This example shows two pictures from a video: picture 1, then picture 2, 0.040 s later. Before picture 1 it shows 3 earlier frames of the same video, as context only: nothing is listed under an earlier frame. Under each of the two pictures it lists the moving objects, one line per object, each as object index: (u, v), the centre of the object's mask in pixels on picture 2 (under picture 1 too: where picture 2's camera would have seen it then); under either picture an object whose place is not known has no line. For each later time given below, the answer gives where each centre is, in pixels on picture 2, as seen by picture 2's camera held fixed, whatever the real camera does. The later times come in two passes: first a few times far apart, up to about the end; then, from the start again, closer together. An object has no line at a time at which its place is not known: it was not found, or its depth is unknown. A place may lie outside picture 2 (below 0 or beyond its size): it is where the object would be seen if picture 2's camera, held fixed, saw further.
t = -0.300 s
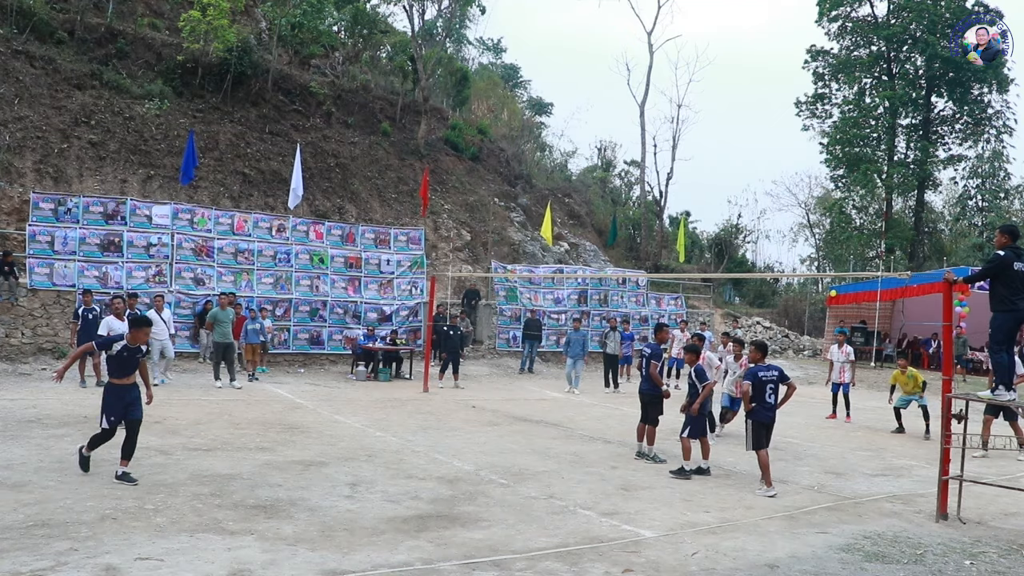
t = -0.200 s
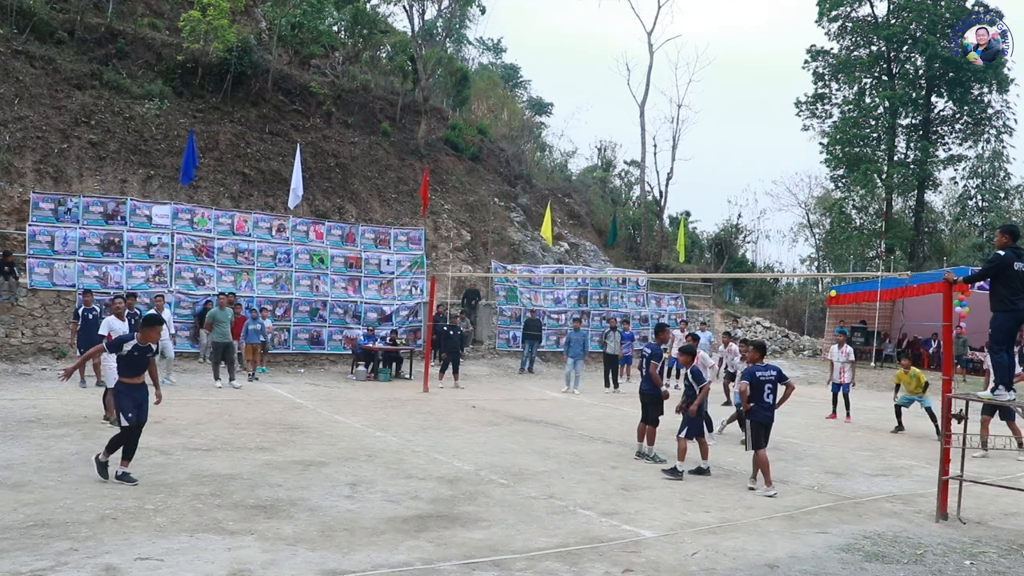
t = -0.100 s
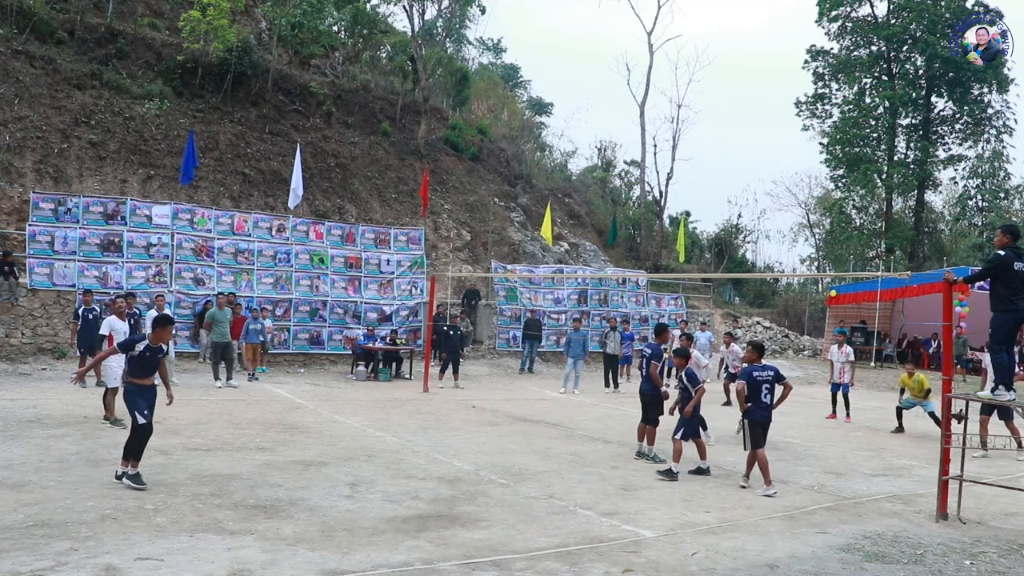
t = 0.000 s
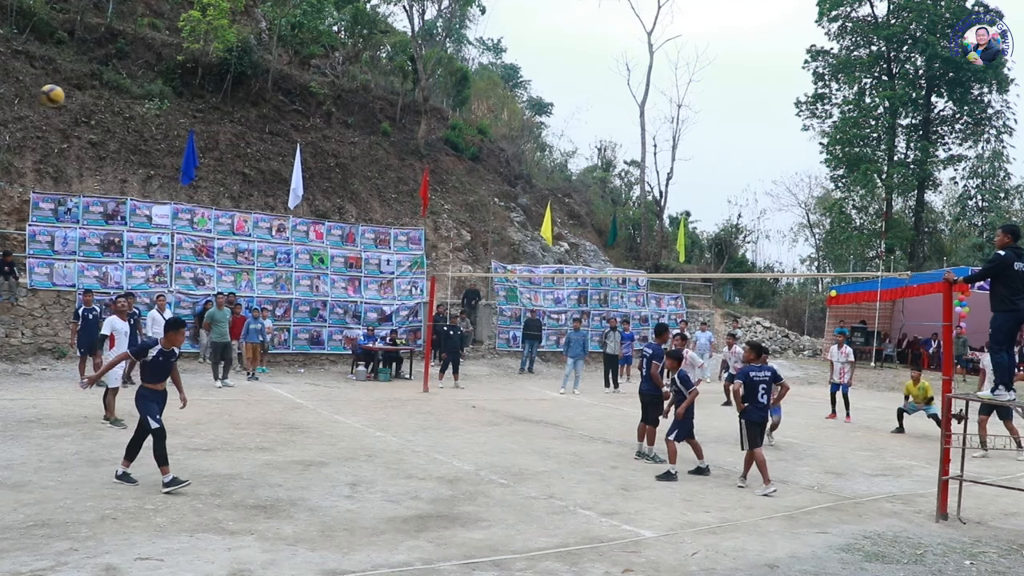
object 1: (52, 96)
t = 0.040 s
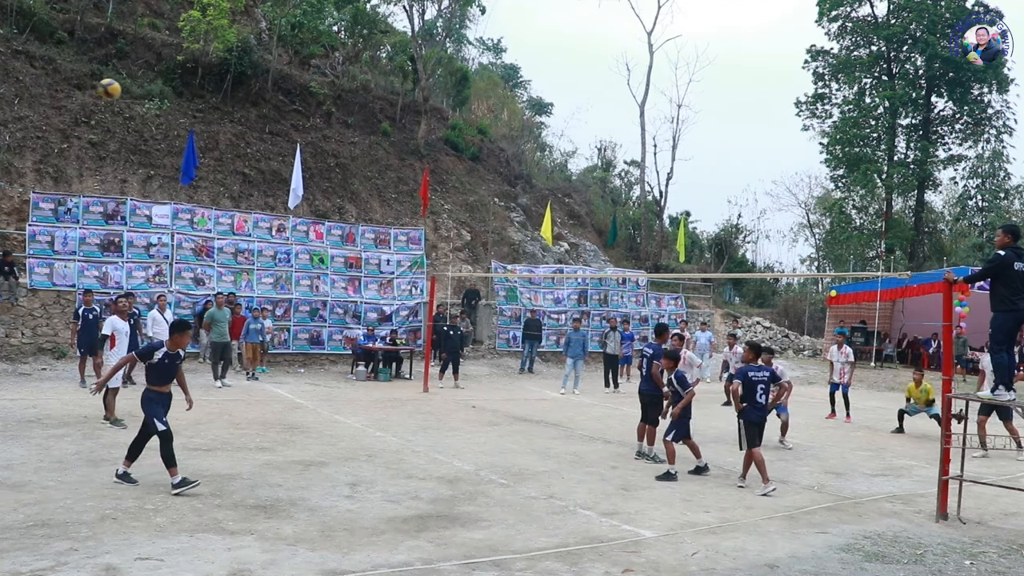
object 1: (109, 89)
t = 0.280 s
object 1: (394, 86)
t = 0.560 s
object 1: (636, 150)
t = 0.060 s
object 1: (136, 87)
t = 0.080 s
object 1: (163, 85)
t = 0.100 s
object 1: (188, 83)
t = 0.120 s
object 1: (213, 82)
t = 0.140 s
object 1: (238, 81)
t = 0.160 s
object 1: (262, 80)
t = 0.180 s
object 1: (285, 80)
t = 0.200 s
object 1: (308, 80)
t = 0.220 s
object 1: (330, 81)
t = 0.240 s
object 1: (352, 82)
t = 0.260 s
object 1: (373, 84)
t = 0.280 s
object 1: (394, 86)
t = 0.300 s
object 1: (414, 88)
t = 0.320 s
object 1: (433, 92)
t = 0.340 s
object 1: (453, 95)
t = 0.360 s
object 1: (472, 98)
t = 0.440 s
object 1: (542, 116)
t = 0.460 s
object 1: (559, 122)
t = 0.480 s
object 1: (575, 128)
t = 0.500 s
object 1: (591, 133)
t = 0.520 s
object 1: (607, 139)
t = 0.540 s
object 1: (622, 144)
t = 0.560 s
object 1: (636, 150)
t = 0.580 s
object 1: (651, 156)
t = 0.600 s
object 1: (665, 162)
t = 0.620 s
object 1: (679, 169)
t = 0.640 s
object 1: (693, 176)
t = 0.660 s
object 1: (706, 182)
